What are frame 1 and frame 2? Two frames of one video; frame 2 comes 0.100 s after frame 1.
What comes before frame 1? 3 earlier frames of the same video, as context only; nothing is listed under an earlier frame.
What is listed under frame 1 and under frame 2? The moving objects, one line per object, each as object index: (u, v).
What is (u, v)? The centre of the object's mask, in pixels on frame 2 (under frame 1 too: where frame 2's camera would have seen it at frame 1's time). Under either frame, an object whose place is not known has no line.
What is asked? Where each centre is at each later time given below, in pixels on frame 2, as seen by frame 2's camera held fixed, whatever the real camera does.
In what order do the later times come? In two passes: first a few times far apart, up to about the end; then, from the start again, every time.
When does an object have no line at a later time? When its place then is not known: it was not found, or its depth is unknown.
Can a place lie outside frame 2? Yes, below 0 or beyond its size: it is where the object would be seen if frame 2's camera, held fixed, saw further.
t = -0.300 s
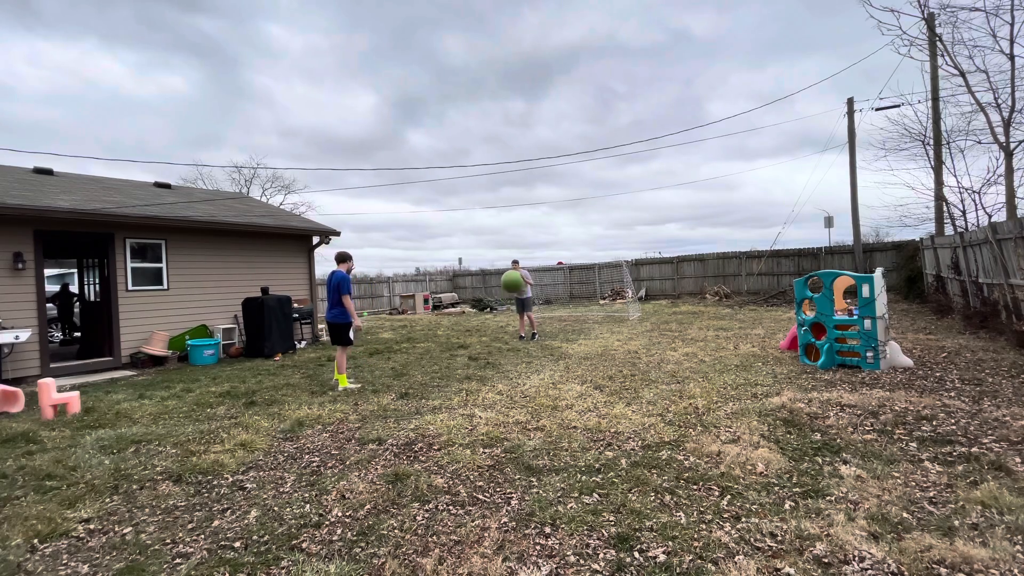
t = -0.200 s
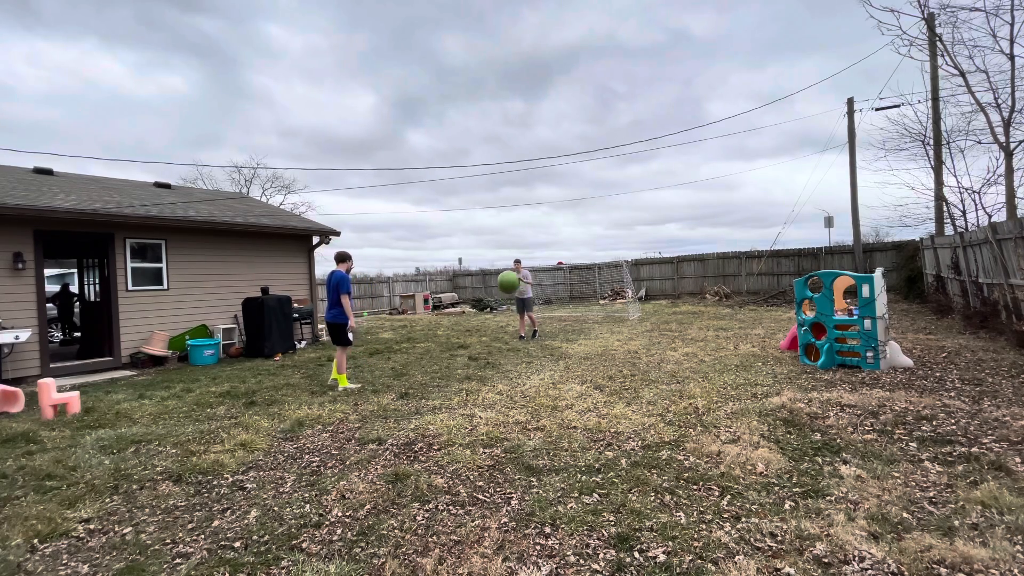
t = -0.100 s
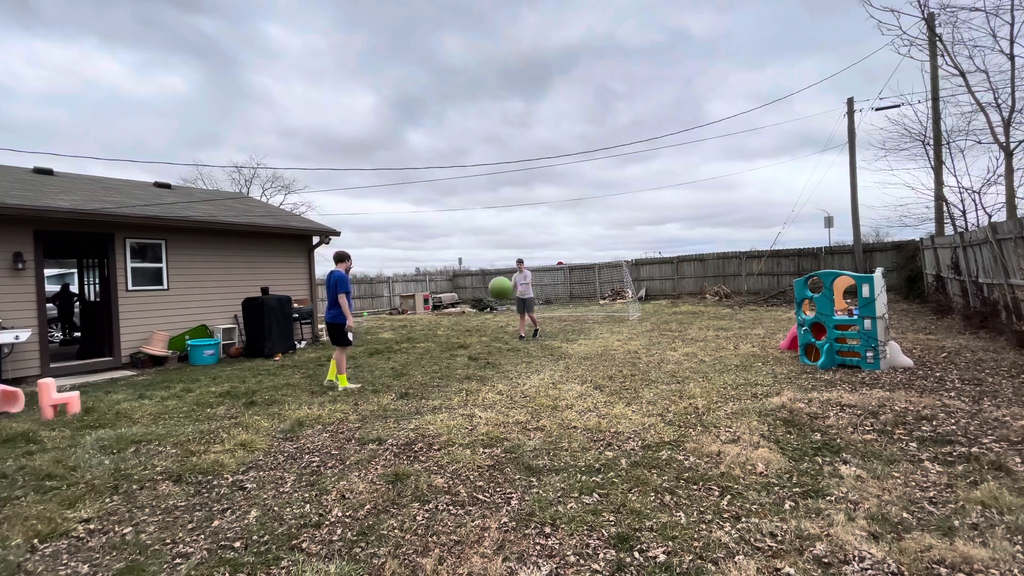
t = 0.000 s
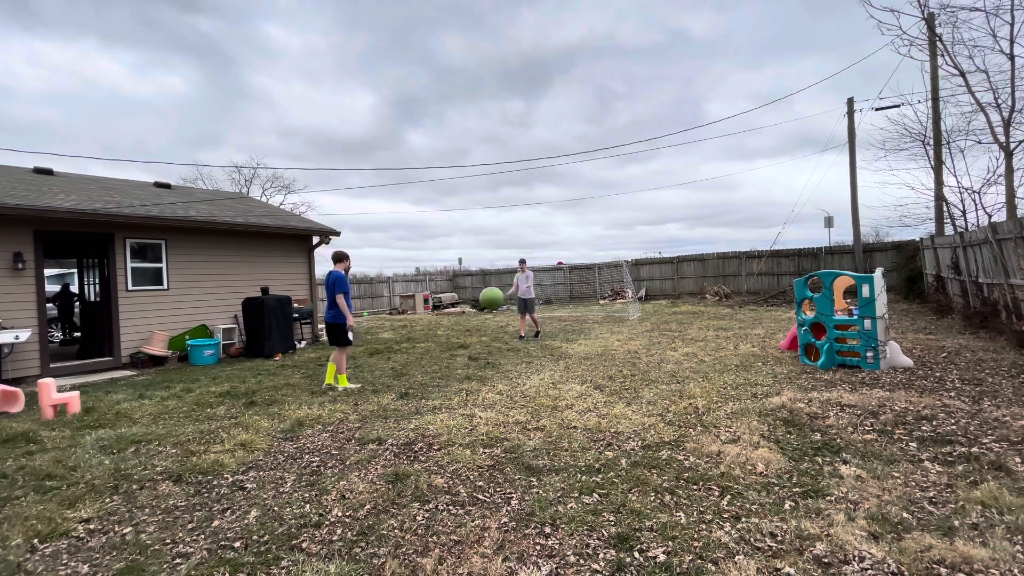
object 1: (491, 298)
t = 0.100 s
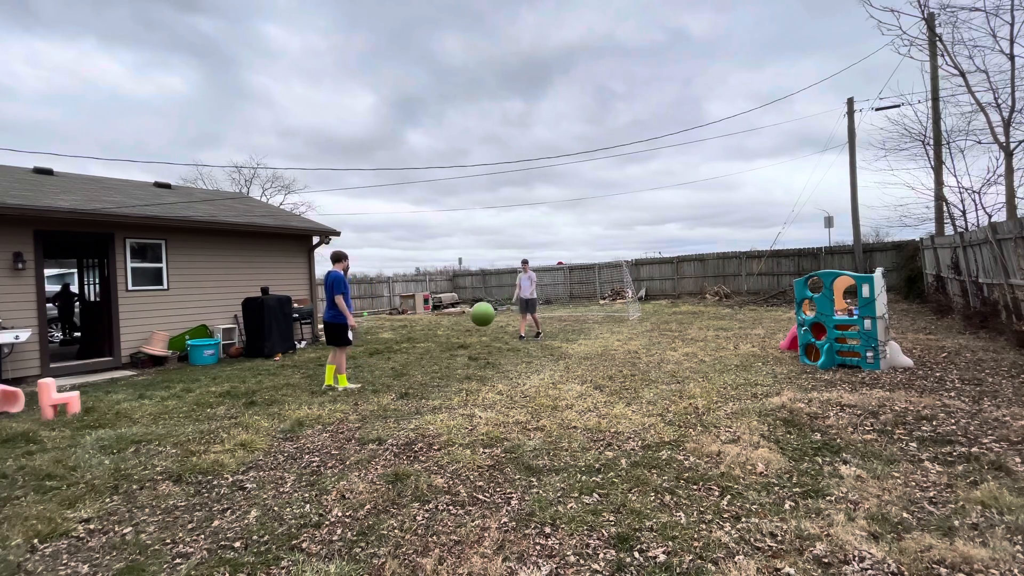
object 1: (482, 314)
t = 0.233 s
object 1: (470, 340)
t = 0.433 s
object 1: (462, 320)
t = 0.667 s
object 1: (452, 317)
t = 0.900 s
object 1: (442, 341)
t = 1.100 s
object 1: (430, 337)
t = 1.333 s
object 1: (416, 343)
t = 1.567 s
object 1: (401, 347)
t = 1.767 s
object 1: (389, 354)
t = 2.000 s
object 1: (373, 355)
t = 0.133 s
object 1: (479, 320)
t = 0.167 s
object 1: (475, 327)
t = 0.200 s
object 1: (473, 335)
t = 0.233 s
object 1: (470, 340)
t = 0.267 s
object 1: (469, 337)
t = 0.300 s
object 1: (467, 333)
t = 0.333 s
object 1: (466, 328)
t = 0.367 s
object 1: (465, 325)
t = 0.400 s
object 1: (463, 323)
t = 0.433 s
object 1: (462, 320)
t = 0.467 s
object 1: (460, 318)
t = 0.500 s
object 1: (459, 316)
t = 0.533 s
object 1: (457, 315)
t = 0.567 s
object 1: (456, 315)
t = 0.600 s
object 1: (455, 315)
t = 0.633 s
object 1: (453, 316)
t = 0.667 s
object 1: (452, 317)
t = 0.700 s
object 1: (450, 319)
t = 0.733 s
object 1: (449, 322)
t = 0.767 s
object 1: (448, 324)
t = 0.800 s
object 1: (447, 327)
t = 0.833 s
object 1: (445, 331)
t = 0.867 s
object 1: (443, 336)
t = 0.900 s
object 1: (442, 341)
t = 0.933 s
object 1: (441, 346)
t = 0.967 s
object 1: (439, 346)
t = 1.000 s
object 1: (437, 344)
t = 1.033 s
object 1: (435, 340)
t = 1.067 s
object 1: (432, 338)
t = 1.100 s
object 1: (430, 337)
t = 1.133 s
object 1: (429, 336)
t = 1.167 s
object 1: (426, 336)
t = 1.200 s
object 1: (424, 336)
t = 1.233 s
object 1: (422, 337)
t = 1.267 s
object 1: (420, 338)
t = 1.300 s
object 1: (417, 340)
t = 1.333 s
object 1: (416, 343)
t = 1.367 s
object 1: (413, 347)
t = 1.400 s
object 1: (411, 350)
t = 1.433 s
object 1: (409, 353)
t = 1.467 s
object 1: (407, 352)
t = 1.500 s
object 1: (405, 351)
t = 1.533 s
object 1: (403, 349)
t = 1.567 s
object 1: (401, 347)
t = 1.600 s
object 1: (399, 347)
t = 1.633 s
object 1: (397, 347)
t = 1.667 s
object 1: (395, 348)
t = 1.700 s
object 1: (393, 350)
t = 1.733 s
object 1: (391, 352)
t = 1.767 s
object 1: (389, 354)
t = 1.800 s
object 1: (387, 356)
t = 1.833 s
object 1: (385, 356)
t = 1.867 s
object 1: (383, 355)
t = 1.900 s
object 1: (380, 354)
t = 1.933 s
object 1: (378, 354)
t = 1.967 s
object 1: (375, 355)
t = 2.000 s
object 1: (373, 355)
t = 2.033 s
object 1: (370, 357)
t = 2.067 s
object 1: (368, 359)
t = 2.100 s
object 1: (366, 359)
